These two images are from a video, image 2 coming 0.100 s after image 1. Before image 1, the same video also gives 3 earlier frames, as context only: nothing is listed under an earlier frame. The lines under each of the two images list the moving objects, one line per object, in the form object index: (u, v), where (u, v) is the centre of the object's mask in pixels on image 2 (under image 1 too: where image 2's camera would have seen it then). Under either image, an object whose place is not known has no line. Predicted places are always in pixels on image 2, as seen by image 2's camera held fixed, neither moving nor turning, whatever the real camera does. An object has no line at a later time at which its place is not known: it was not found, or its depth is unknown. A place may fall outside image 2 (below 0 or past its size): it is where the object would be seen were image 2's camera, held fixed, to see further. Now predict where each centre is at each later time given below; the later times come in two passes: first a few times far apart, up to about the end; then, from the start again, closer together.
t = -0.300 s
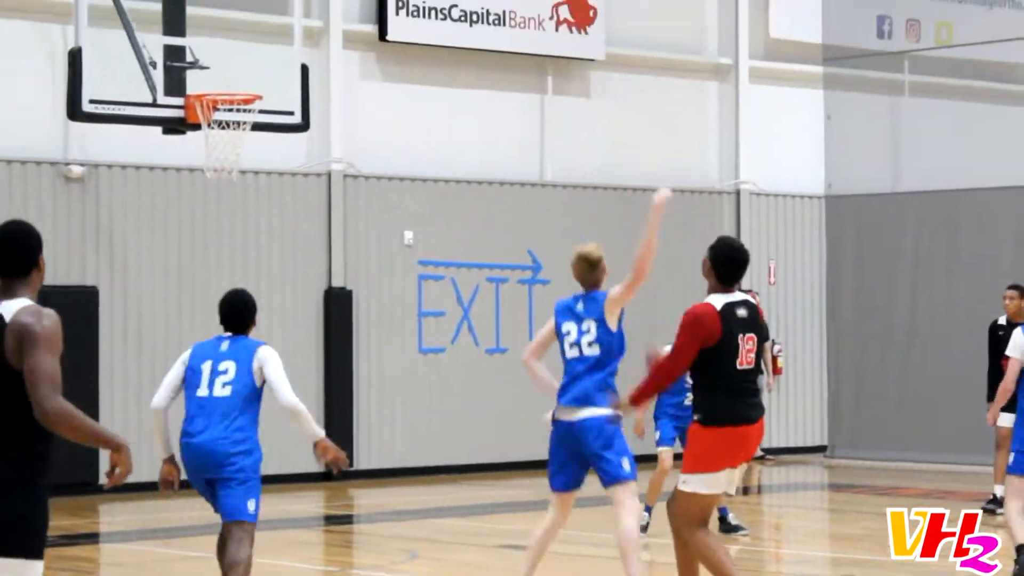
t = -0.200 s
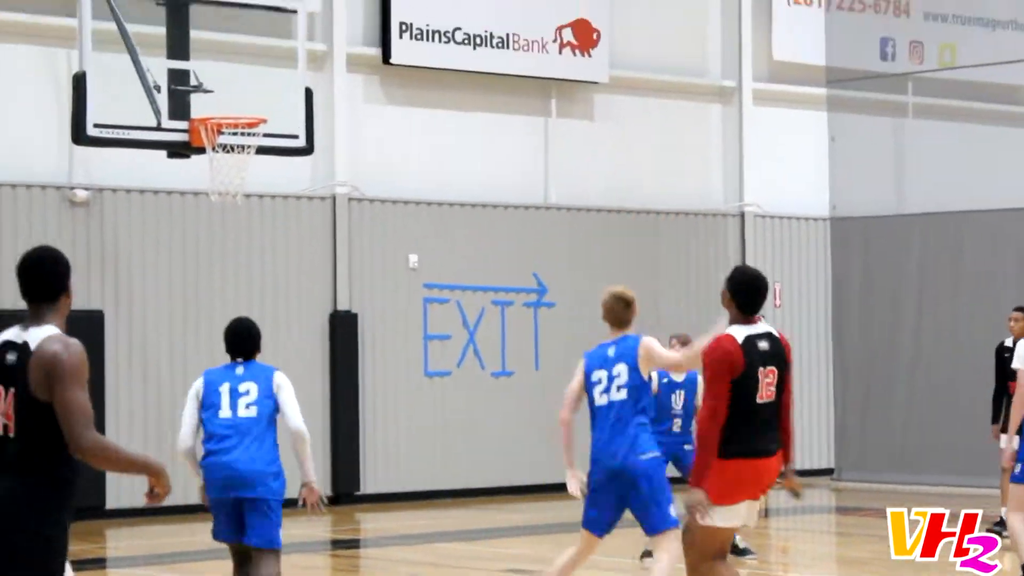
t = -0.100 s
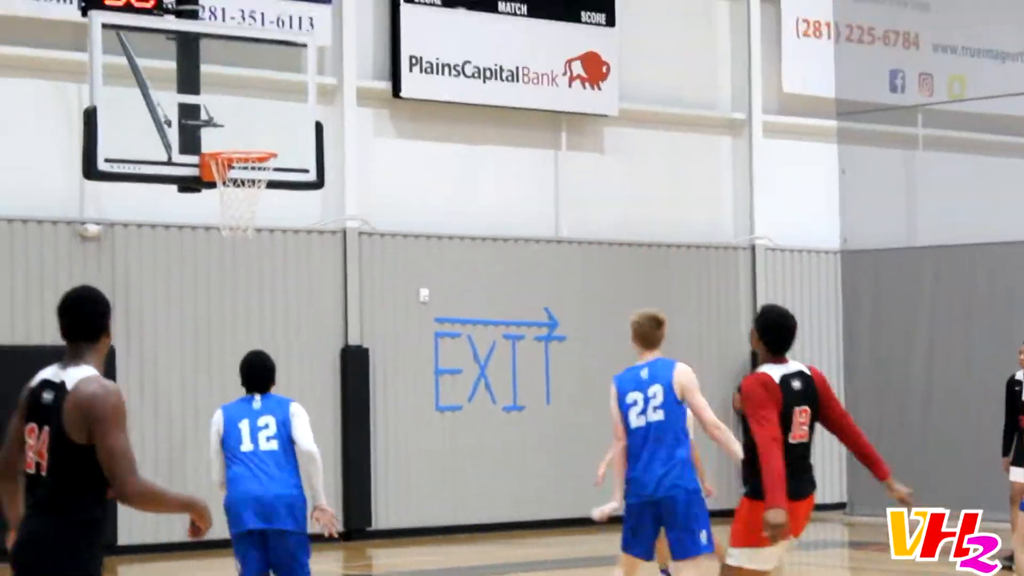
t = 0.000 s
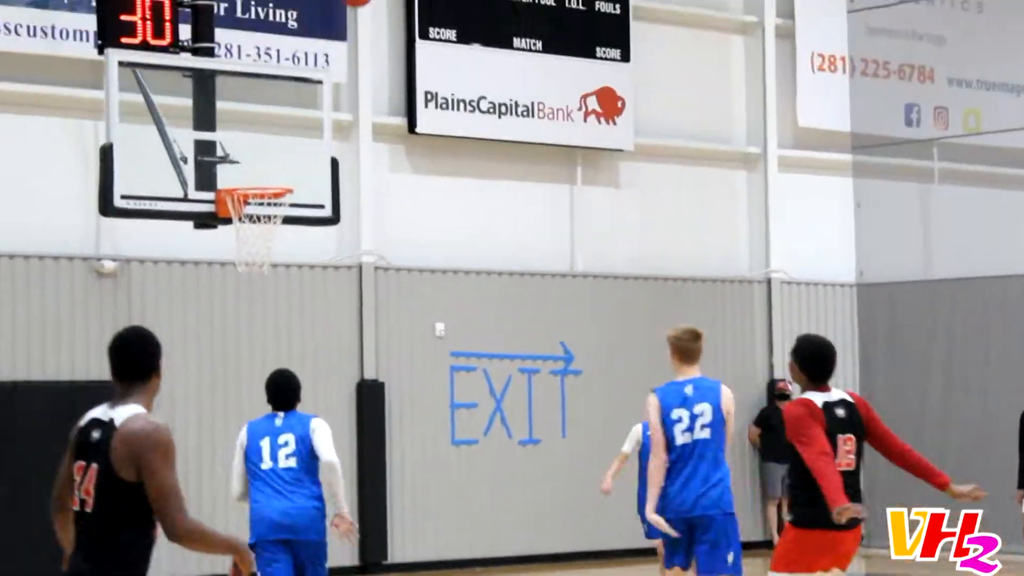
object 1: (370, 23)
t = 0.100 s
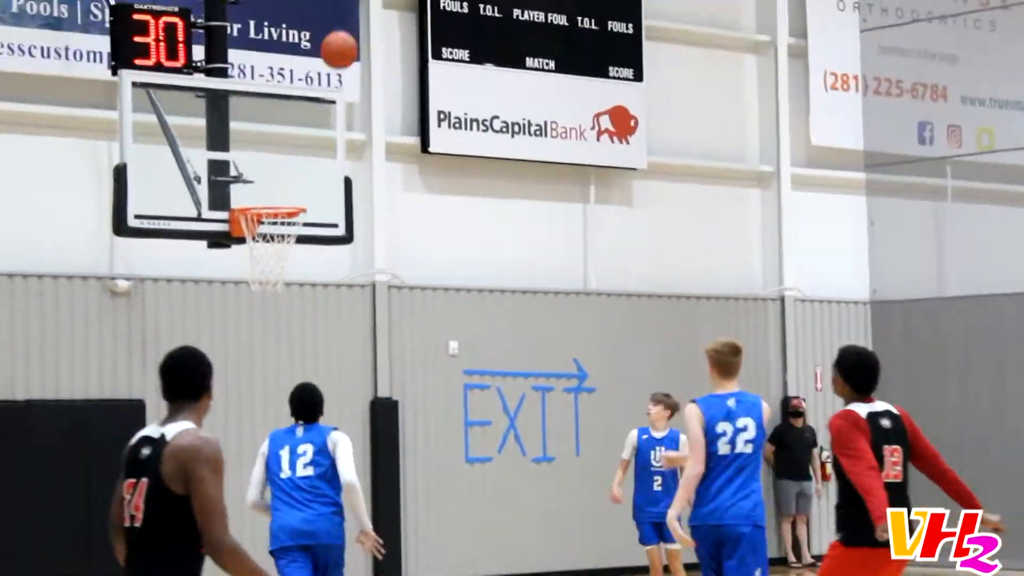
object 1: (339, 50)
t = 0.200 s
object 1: (311, 105)
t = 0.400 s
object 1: (267, 240)
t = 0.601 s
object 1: (256, 366)
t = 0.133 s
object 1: (330, 66)
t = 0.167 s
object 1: (320, 86)
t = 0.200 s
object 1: (311, 105)
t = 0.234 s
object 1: (302, 126)
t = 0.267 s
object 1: (293, 148)
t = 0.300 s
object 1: (285, 172)
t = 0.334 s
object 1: (276, 194)
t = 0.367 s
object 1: (268, 221)
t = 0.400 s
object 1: (267, 240)
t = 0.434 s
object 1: (262, 261)
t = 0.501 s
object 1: (260, 298)
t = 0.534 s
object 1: (259, 318)
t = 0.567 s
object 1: (258, 342)
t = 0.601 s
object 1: (256, 366)
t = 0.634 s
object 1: (255, 393)
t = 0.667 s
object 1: (254, 421)
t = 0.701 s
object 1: (252, 451)
